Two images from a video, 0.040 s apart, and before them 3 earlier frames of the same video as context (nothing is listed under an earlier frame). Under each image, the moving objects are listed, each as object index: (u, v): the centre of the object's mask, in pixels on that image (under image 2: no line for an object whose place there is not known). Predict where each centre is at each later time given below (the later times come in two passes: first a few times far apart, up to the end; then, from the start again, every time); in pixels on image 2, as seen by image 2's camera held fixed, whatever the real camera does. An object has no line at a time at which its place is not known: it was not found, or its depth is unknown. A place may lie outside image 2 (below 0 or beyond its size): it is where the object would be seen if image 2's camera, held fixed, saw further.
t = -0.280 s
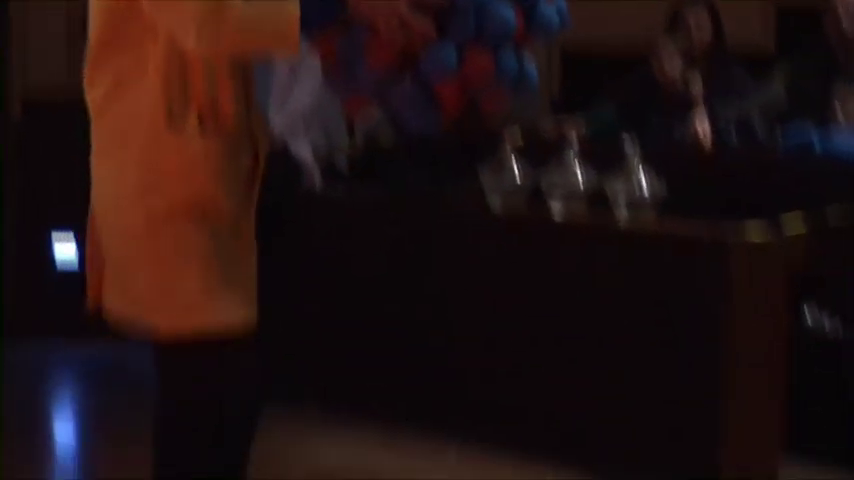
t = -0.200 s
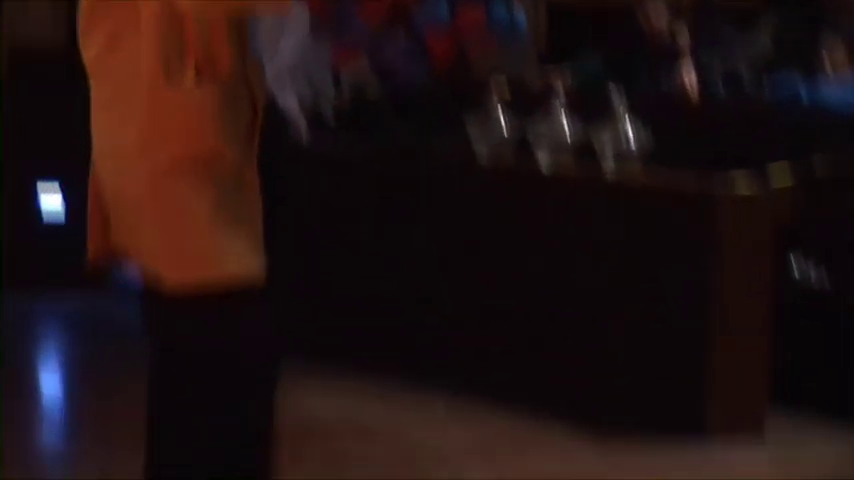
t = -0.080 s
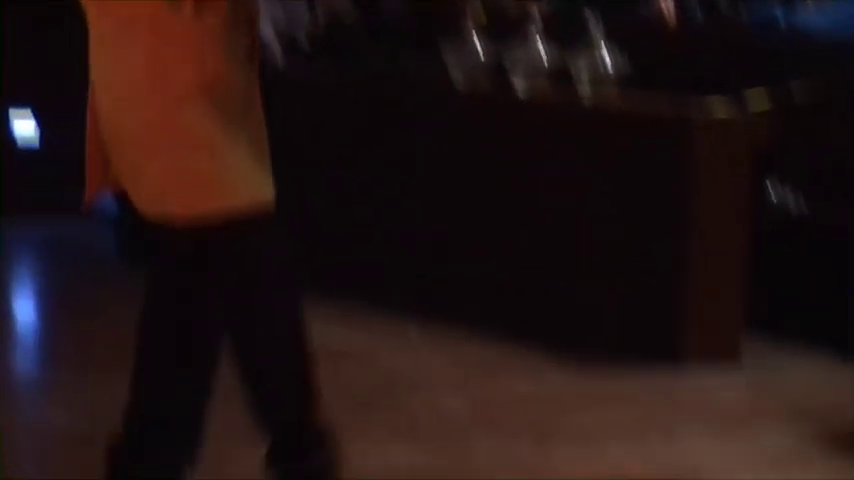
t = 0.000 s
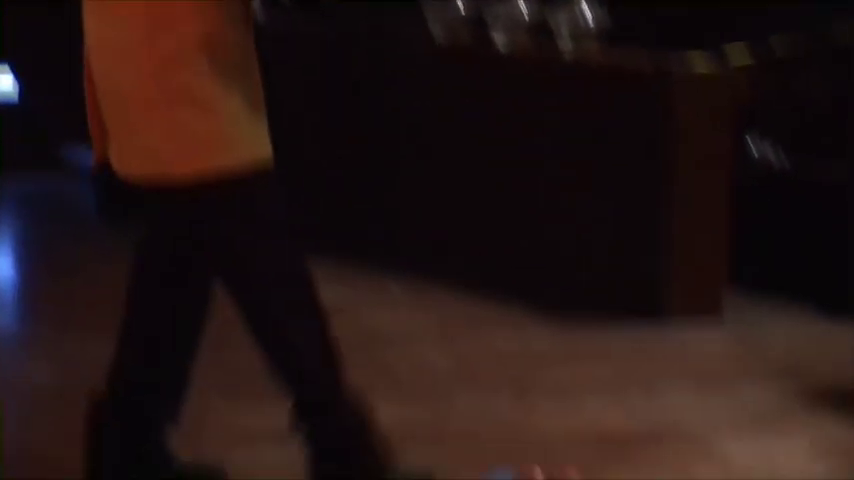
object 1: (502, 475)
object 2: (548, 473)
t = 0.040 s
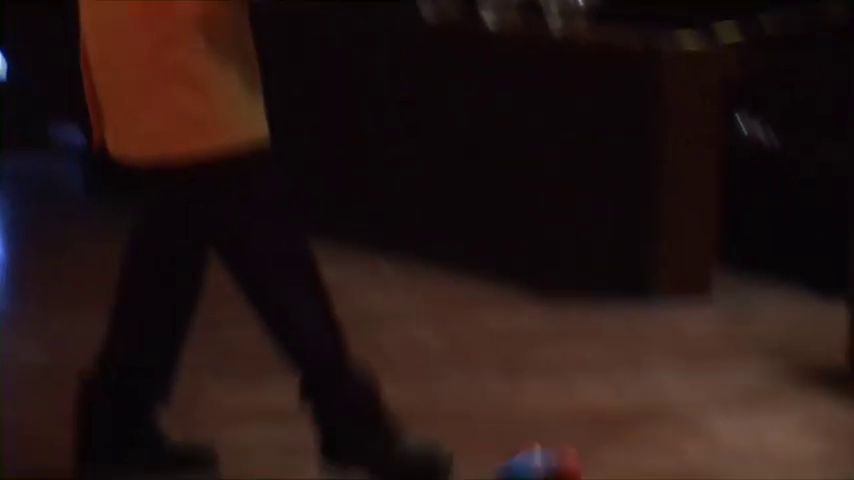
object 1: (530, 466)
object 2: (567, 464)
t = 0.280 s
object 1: (685, 477)
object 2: (599, 456)
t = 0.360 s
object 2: (622, 456)
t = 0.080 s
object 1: (544, 479)
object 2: (543, 453)
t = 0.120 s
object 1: (572, 479)
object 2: (550, 457)
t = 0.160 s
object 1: (602, 478)
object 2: (566, 458)
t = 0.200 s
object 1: (636, 483)
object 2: (581, 460)
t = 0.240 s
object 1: (671, 483)
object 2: (591, 459)
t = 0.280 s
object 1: (685, 477)
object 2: (599, 456)
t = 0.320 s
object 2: (609, 456)
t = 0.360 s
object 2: (622, 456)
